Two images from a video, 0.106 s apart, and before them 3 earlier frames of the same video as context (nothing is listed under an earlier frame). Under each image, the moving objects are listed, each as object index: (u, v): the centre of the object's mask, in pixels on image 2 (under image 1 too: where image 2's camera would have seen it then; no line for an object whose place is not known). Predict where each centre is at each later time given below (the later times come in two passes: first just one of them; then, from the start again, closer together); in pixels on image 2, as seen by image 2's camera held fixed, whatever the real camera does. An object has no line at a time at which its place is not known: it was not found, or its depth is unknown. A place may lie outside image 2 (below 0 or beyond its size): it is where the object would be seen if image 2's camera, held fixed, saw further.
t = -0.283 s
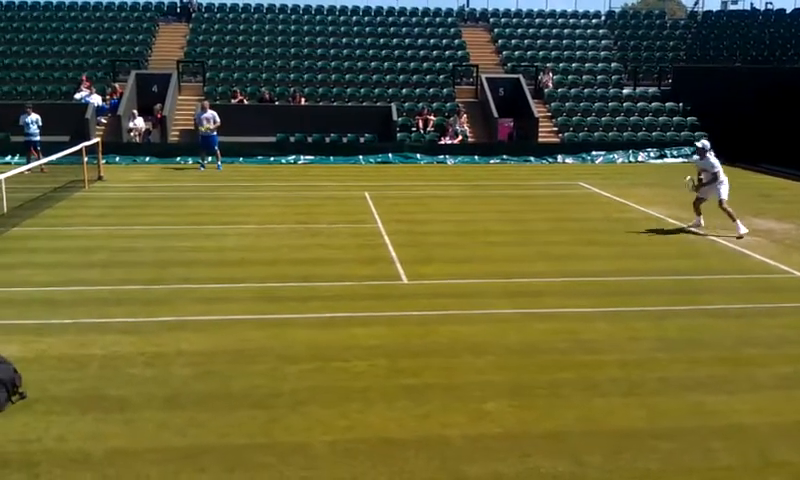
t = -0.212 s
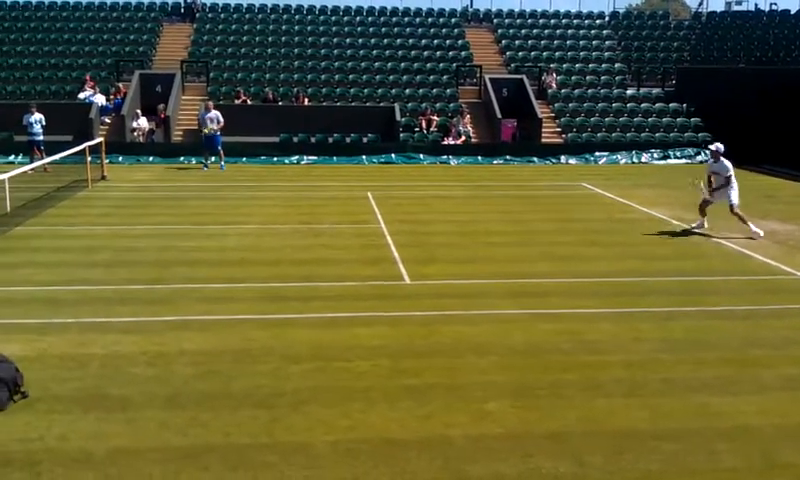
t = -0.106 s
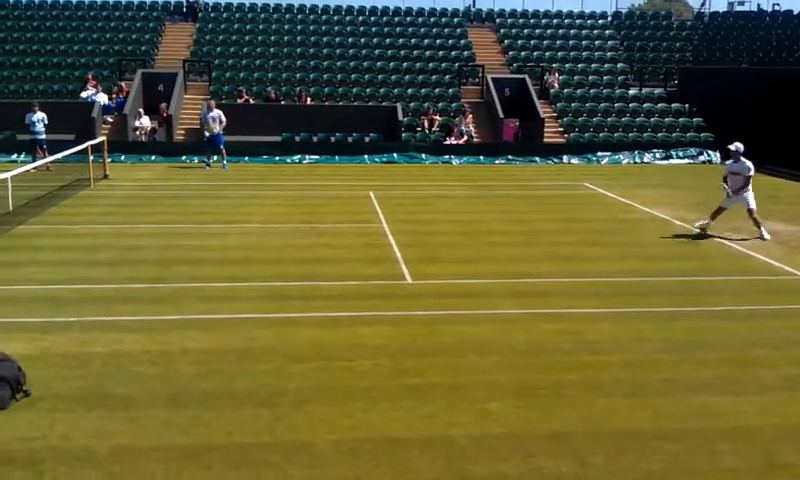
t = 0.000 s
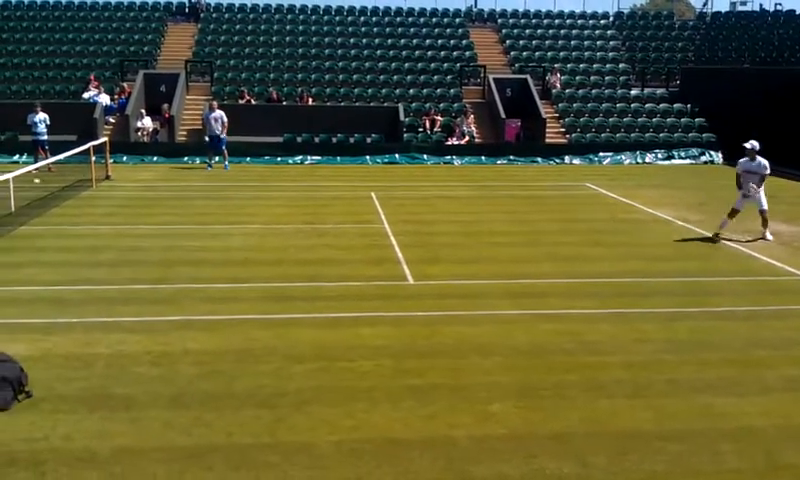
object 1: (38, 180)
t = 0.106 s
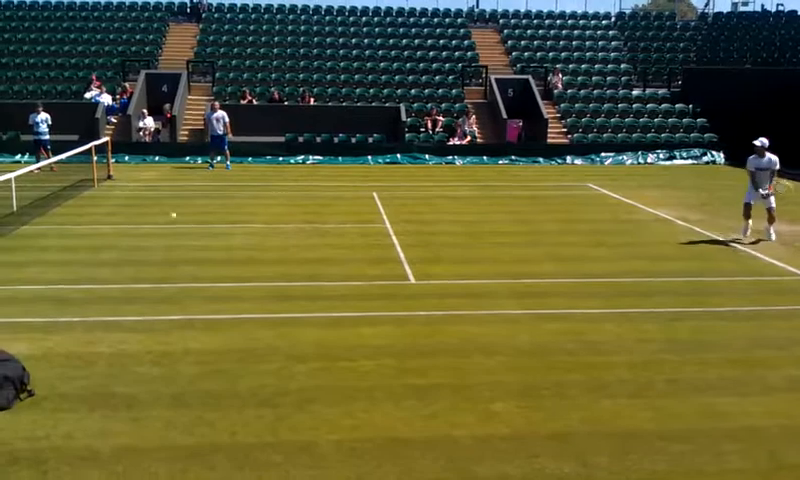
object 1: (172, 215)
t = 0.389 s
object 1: (463, 213)
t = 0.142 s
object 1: (219, 229)
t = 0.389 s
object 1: (463, 213)
